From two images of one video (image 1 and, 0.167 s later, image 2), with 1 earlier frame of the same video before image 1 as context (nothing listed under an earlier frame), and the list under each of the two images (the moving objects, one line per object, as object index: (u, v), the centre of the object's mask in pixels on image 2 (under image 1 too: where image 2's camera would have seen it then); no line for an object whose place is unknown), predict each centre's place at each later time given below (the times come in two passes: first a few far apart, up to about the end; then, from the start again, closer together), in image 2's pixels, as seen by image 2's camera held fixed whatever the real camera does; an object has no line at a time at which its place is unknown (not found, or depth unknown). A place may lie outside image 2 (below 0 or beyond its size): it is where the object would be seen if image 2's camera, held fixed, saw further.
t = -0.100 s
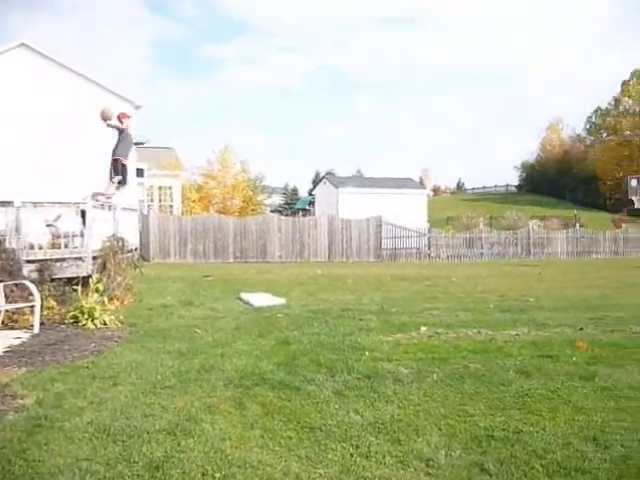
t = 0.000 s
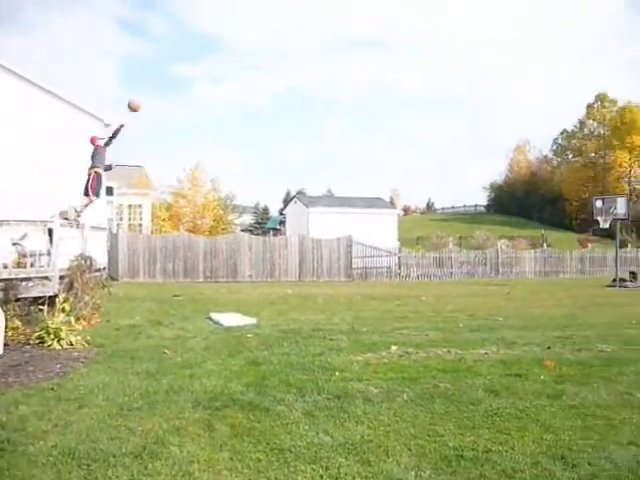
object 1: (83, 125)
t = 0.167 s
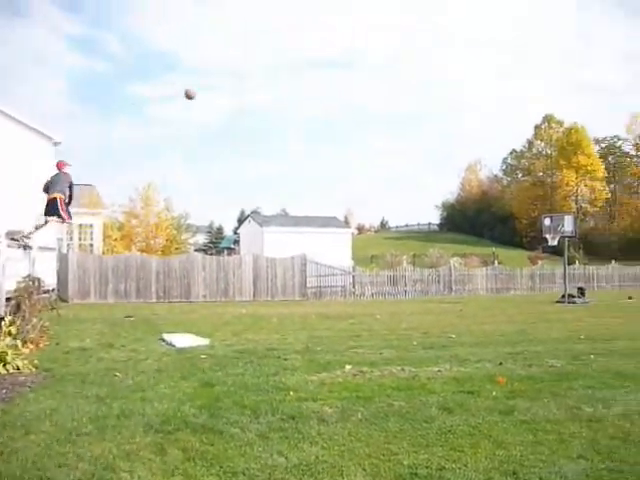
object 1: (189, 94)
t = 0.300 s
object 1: (257, 81)
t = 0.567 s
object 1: (357, 80)
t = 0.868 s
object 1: (437, 104)
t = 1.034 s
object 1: (471, 125)
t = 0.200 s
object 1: (207, 90)
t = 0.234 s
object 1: (225, 86)
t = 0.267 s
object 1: (241, 84)
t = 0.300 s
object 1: (257, 81)
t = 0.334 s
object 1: (271, 80)
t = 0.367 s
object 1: (285, 78)
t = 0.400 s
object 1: (299, 78)
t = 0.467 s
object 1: (323, 77)
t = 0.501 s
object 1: (335, 78)
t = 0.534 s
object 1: (346, 79)
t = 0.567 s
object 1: (357, 80)
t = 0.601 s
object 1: (367, 82)
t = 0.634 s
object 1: (377, 83)
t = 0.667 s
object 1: (387, 86)
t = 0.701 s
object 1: (396, 88)
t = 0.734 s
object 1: (405, 90)
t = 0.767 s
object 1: (413, 94)
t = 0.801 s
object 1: (422, 97)
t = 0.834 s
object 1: (429, 100)
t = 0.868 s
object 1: (437, 104)
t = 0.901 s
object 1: (444, 108)
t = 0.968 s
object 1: (458, 116)
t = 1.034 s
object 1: (471, 125)
